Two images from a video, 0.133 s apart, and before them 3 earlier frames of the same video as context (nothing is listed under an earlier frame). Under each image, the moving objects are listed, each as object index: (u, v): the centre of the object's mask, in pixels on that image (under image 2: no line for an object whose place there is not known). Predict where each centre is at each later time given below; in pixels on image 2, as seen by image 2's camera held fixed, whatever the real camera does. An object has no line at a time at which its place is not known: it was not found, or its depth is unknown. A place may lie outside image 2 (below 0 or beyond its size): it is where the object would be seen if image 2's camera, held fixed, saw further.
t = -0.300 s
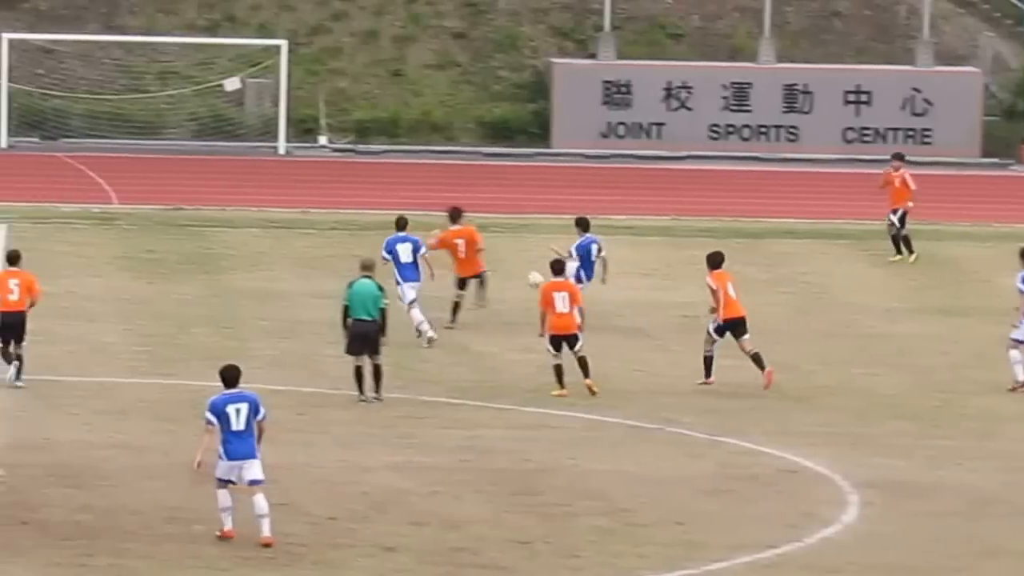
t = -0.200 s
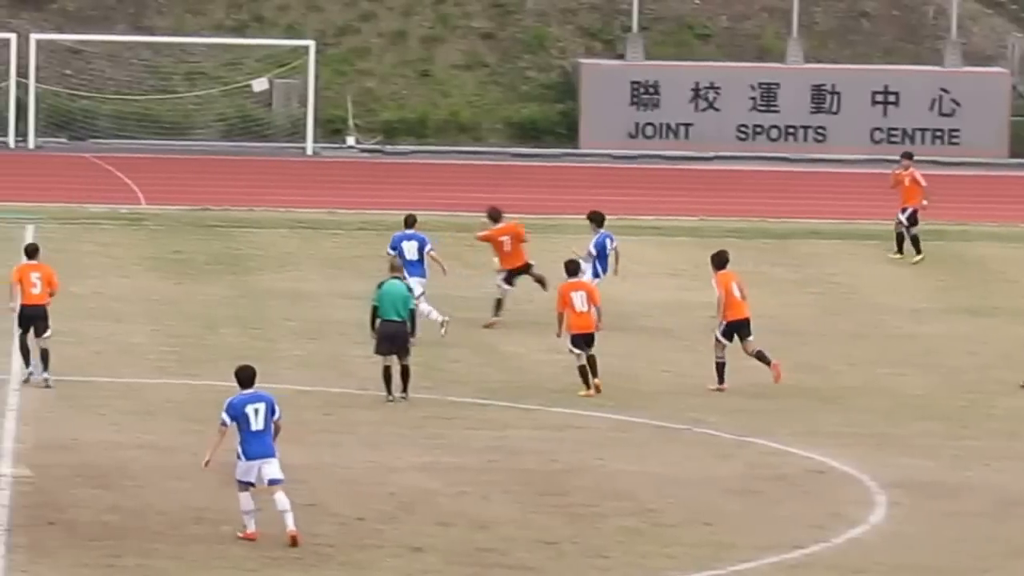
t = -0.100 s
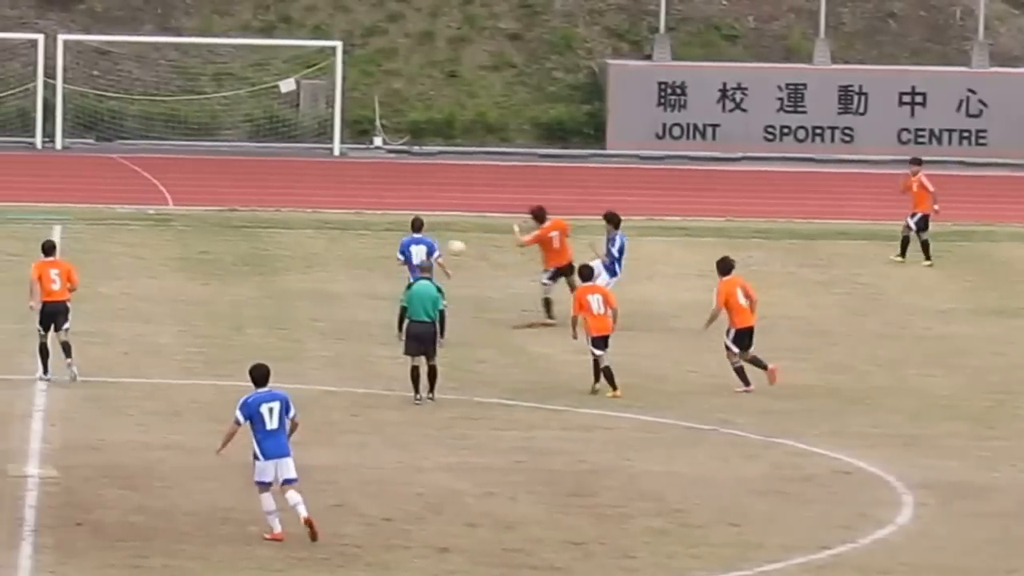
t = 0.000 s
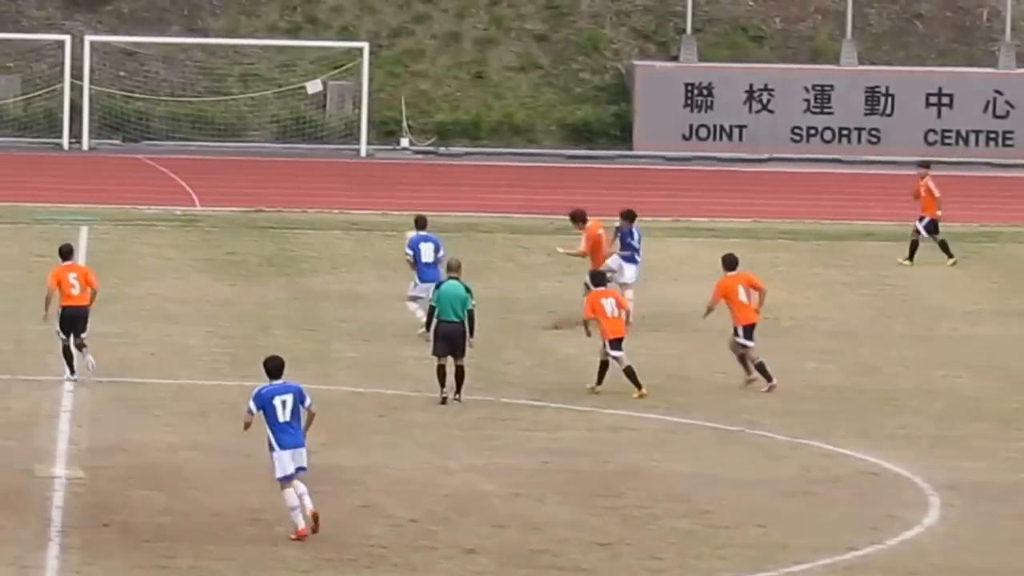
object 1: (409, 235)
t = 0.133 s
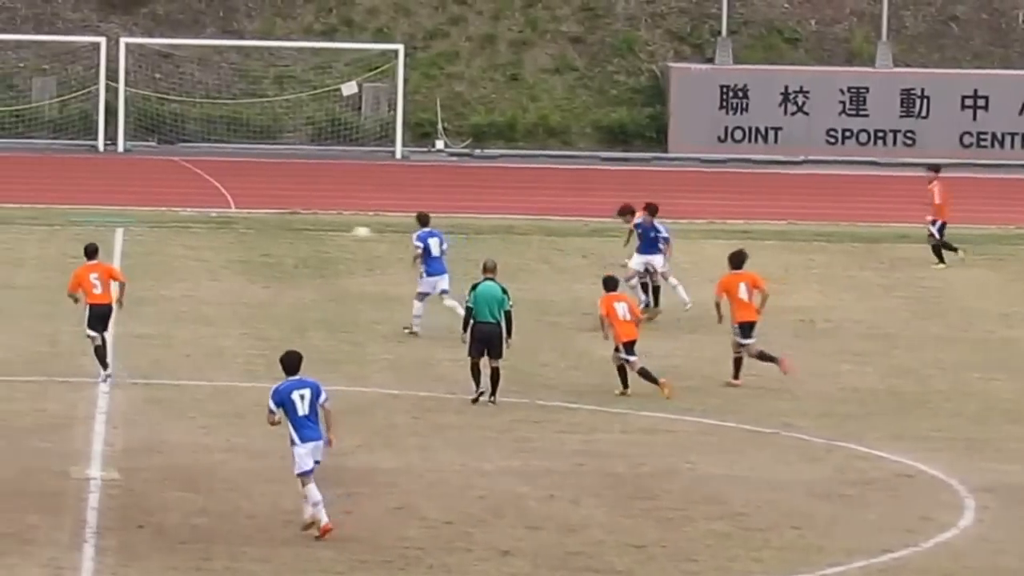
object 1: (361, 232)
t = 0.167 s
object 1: (342, 232)
